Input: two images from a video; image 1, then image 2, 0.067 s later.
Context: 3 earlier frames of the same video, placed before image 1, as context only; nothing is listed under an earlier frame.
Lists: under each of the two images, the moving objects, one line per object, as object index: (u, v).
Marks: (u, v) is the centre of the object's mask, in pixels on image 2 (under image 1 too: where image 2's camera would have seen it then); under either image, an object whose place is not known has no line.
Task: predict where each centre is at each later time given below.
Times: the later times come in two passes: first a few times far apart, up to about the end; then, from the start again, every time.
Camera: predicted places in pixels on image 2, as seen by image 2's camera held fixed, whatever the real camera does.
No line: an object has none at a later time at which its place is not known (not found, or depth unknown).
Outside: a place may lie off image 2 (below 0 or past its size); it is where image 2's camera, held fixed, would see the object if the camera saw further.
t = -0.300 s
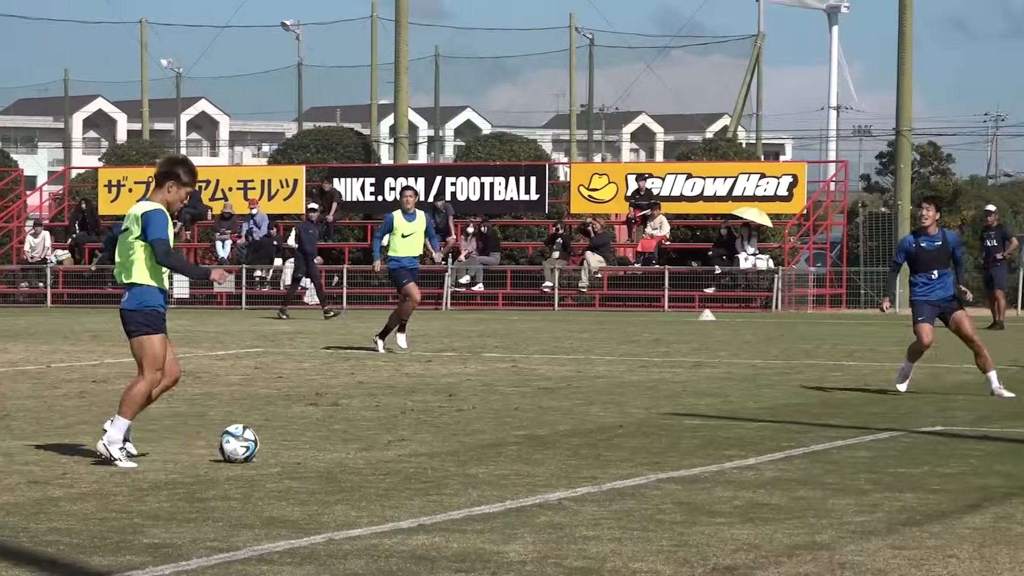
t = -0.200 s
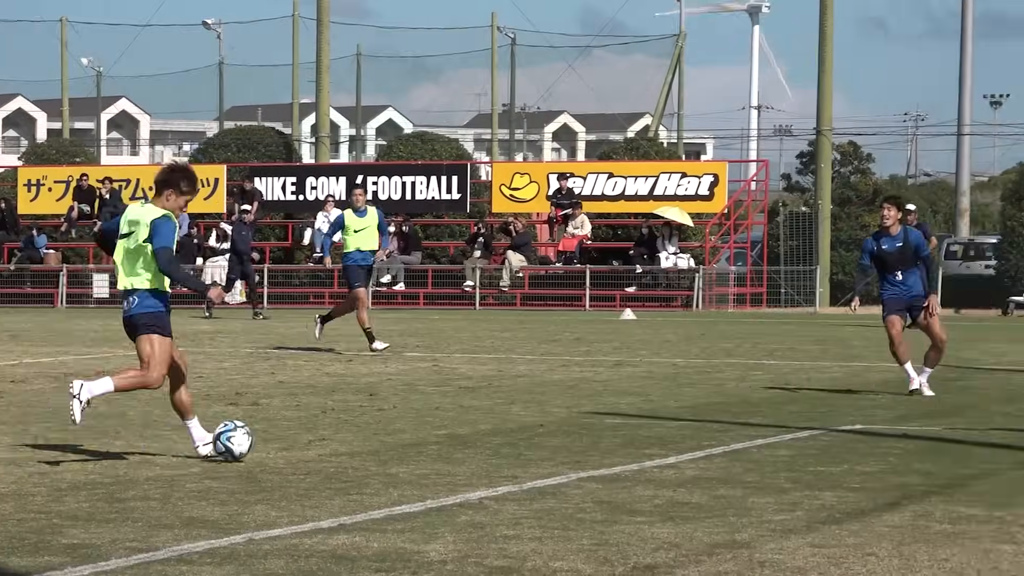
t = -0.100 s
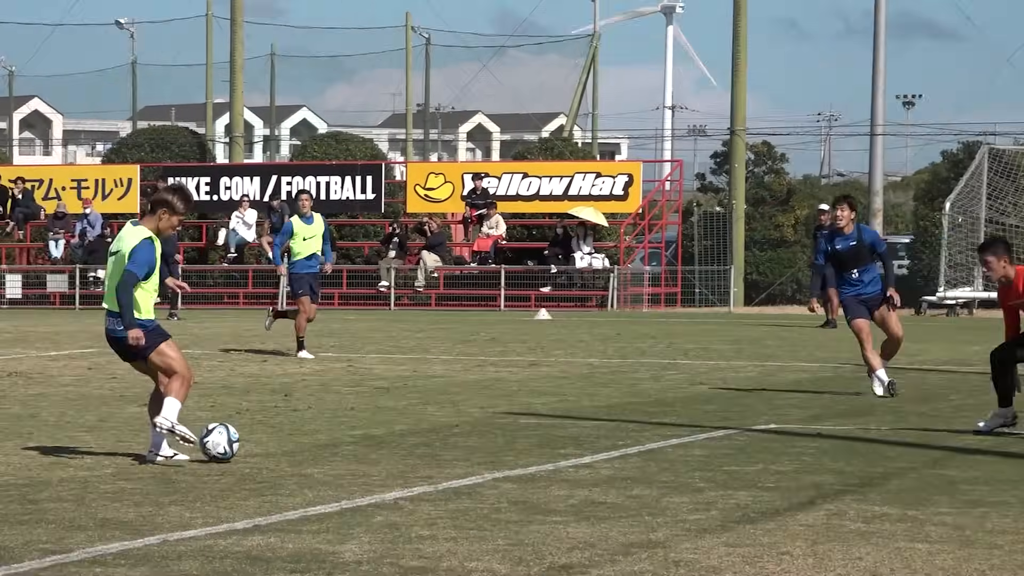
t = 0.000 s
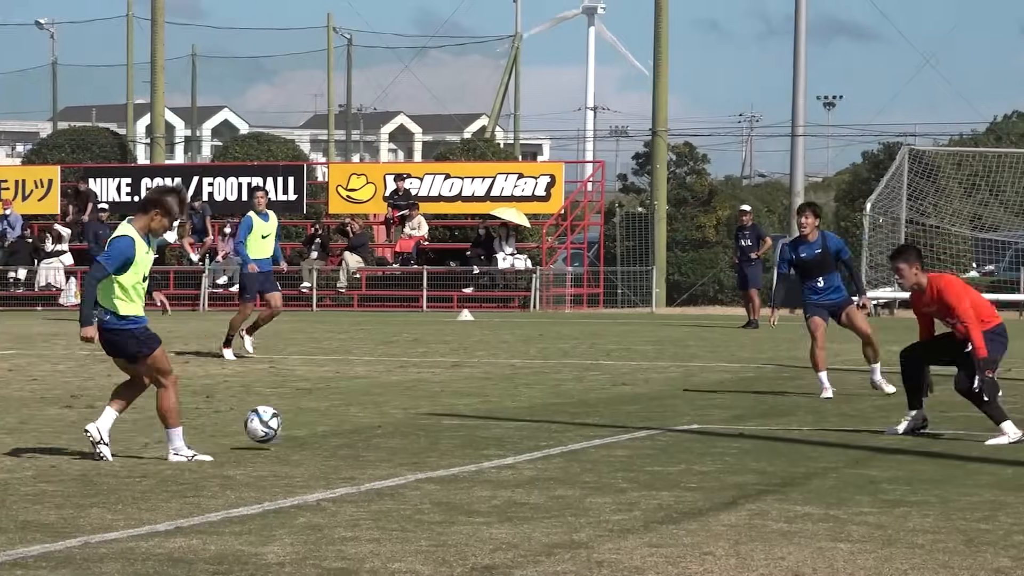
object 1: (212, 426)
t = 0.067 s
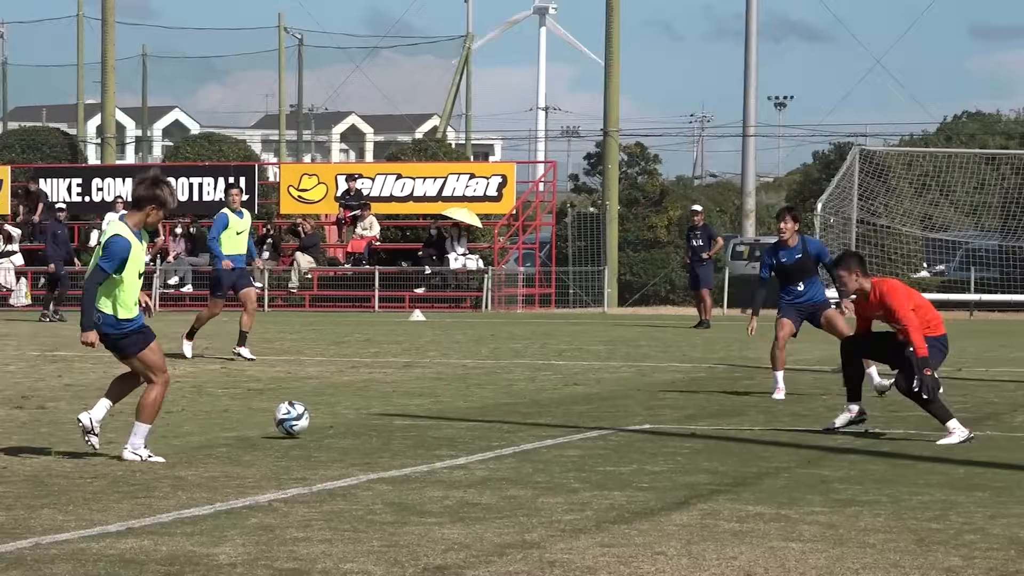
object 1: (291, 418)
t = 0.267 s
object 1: (450, 388)
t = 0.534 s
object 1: (563, 371)
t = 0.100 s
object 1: (326, 416)
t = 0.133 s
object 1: (356, 409)
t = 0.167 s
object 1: (382, 400)
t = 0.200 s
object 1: (407, 394)
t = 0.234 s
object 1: (429, 390)
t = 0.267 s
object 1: (450, 388)
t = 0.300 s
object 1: (470, 387)
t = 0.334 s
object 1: (488, 389)
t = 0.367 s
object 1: (504, 390)
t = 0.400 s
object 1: (517, 384)
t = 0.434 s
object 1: (530, 378)
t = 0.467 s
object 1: (542, 374)
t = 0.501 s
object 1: (553, 372)
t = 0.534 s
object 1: (563, 371)
